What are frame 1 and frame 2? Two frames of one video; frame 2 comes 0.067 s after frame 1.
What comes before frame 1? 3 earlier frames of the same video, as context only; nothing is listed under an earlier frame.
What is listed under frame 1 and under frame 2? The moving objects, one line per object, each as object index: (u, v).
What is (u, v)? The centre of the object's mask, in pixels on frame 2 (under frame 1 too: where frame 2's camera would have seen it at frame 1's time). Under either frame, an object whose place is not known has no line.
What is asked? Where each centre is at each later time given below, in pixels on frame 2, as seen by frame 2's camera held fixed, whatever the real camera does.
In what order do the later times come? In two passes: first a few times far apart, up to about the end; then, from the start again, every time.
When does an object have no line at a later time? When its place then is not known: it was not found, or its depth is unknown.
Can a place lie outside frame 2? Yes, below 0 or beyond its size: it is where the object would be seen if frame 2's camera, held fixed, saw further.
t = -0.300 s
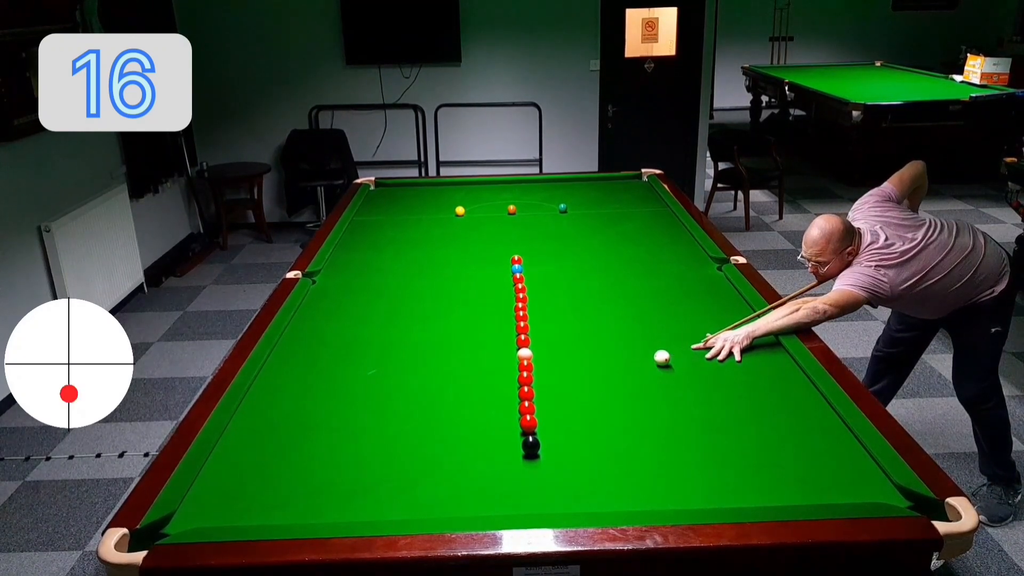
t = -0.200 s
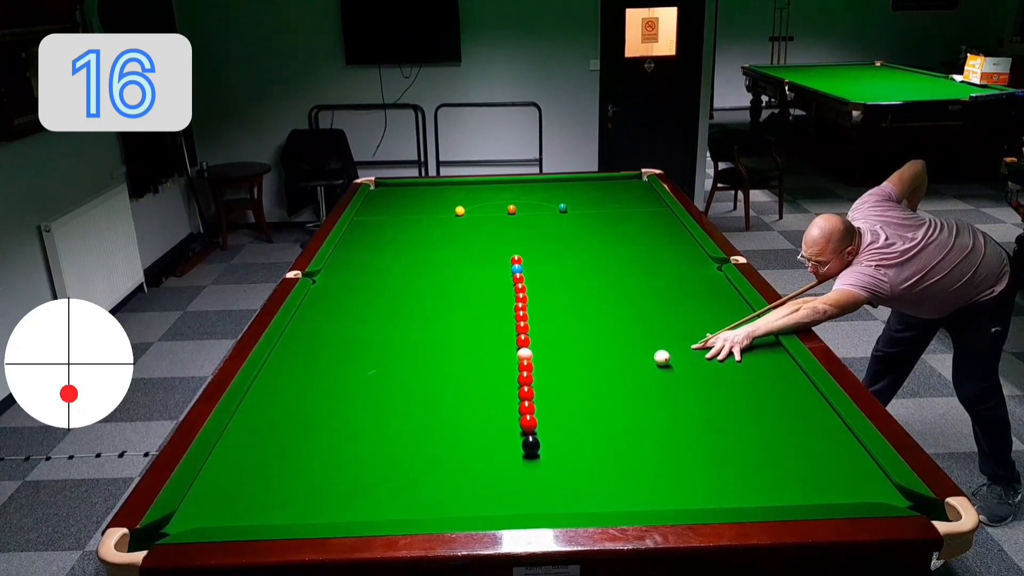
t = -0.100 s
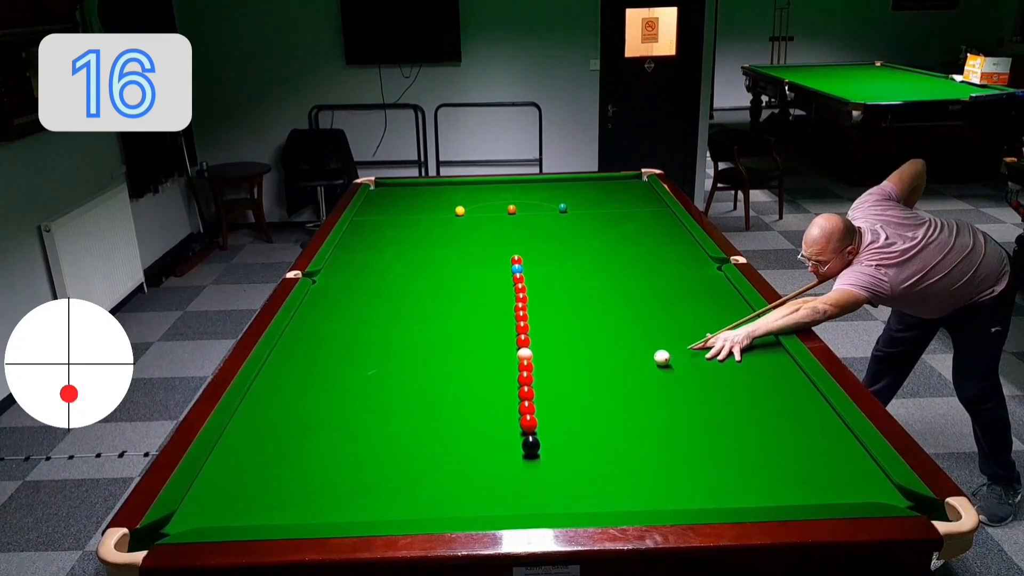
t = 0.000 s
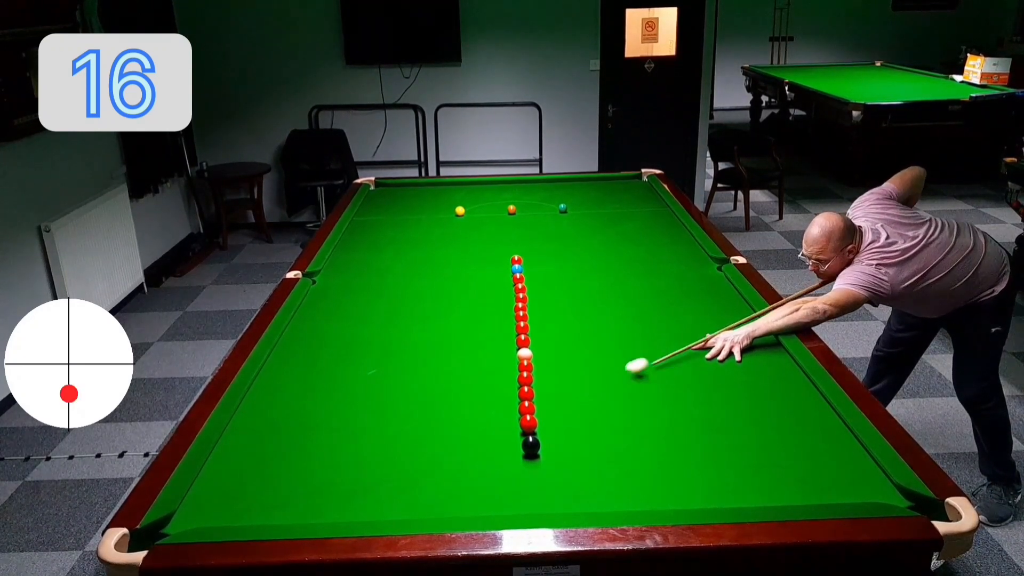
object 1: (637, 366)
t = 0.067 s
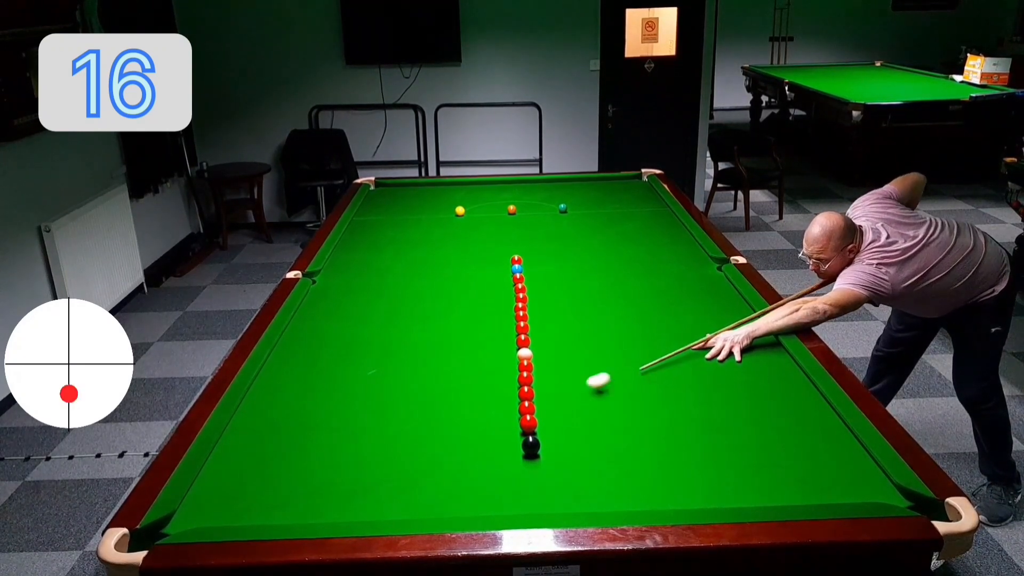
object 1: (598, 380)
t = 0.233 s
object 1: (545, 406)
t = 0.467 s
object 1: (556, 408)
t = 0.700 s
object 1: (566, 409)
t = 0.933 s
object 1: (576, 411)
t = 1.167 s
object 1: (583, 412)
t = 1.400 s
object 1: (589, 412)
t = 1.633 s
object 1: (593, 413)
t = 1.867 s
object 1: (596, 413)
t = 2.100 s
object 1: (597, 413)
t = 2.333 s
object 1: (597, 413)
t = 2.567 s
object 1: (597, 413)
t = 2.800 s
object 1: (597, 413)
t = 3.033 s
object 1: (597, 413)
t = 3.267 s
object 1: (597, 413)
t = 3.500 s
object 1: (597, 413)
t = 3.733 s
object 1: (597, 413)
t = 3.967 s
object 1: (597, 413)
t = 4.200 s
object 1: (597, 413)
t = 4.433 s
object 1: (597, 413)
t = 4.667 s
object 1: (597, 413)
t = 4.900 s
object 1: (597, 413)
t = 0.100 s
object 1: (579, 388)
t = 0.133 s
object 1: (560, 396)
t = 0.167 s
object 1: (542, 404)
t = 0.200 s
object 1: (543, 405)
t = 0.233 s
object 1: (545, 406)
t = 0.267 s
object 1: (547, 406)
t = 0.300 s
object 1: (548, 406)
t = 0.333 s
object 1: (550, 407)
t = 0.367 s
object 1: (552, 407)
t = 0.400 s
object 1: (553, 407)
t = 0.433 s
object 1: (555, 408)
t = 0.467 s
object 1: (556, 408)
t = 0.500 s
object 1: (558, 408)
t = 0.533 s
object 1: (560, 408)
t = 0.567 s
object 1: (561, 409)
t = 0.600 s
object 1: (563, 409)
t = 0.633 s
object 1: (564, 409)
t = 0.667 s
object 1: (565, 409)
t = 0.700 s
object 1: (566, 409)
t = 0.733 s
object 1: (568, 410)
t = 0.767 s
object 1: (569, 410)
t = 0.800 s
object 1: (571, 410)
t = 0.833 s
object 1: (572, 410)
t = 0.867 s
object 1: (573, 411)
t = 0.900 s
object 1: (574, 411)
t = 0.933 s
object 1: (576, 411)
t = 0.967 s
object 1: (577, 411)
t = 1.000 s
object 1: (578, 411)
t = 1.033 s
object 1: (579, 411)
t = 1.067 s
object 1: (580, 412)
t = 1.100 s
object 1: (581, 412)
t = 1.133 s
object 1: (582, 412)
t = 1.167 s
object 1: (583, 412)
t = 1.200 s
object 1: (584, 412)
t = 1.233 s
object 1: (585, 412)
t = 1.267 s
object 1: (586, 412)
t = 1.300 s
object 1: (587, 412)
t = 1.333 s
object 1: (587, 412)
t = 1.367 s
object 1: (588, 412)
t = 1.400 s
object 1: (589, 412)
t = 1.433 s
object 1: (590, 412)
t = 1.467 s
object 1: (590, 413)
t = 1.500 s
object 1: (591, 413)
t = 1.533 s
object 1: (592, 413)
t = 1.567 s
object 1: (592, 413)
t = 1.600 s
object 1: (593, 413)
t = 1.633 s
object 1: (593, 413)
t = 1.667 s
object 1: (594, 413)
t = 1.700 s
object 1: (594, 413)
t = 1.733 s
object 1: (595, 413)
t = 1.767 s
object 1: (595, 413)
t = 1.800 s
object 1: (595, 413)
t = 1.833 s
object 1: (596, 413)
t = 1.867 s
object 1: (596, 413)
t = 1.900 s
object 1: (596, 413)
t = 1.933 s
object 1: (597, 413)
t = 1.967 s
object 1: (597, 413)
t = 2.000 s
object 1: (597, 413)
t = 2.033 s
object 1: (597, 413)
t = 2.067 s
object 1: (597, 413)
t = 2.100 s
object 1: (597, 413)
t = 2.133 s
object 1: (597, 413)
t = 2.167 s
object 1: (597, 413)
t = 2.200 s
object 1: (597, 413)
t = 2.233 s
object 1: (597, 413)
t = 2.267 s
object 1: (597, 413)
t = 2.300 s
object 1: (597, 413)
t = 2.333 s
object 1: (597, 413)
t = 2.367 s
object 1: (597, 413)
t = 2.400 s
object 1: (597, 413)
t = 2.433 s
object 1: (597, 413)
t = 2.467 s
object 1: (597, 413)
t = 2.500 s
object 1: (597, 413)
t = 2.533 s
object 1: (597, 413)
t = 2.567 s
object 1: (597, 413)
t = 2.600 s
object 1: (597, 413)
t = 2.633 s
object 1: (597, 413)
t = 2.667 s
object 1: (597, 413)
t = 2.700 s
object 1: (597, 413)
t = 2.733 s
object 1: (597, 413)
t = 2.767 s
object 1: (597, 413)
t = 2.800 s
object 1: (597, 413)
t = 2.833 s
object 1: (597, 413)
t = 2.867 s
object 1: (597, 413)
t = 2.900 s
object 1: (597, 413)
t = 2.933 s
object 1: (597, 413)
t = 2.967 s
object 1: (597, 413)
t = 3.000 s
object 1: (597, 413)
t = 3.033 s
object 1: (597, 413)
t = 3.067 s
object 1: (597, 413)
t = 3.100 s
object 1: (597, 413)
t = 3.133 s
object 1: (597, 413)
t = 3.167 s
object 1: (597, 413)
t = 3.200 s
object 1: (597, 413)
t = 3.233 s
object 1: (597, 413)
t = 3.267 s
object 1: (597, 413)
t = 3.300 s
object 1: (597, 413)
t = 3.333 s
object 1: (597, 413)
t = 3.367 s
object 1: (597, 413)
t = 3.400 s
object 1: (597, 413)
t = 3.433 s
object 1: (597, 413)
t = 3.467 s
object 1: (597, 413)
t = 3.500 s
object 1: (597, 413)
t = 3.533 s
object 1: (597, 413)
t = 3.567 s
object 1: (597, 413)
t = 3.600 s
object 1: (597, 413)
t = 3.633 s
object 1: (597, 413)
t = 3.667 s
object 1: (597, 413)
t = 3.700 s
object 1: (597, 413)
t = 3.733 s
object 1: (597, 413)
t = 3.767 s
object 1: (597, 413)
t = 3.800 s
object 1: (597, 413)
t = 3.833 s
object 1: (597, 413)
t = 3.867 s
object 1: (597, 413)
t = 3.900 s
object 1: (597, 413)
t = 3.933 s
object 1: (597, 413)
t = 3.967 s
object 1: (597, 413)
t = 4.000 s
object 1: (597, 413)
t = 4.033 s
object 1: (597, 413)
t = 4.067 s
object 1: (597, 413)
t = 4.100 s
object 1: (597, 413)
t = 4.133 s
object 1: (597, 413)
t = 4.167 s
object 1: (597, 413)
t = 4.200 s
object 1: (597, 413)
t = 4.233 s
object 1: (597, 413)
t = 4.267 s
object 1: (597, 413)
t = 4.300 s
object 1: (597, 413)
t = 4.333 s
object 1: (597, 413)
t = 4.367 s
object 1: (597, 413)
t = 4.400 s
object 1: (597, 413)
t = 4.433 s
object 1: (597, 413)
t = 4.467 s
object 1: (597, 413)
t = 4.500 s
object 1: (597, 413)
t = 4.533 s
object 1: (597, 413)
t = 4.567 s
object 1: (597, 413)
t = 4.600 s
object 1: (597, 413)
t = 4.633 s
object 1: (597, 413)
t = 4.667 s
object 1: (597, 413)
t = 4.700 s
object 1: (597, 413)
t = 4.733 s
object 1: (597, 413)
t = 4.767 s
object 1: (597, 413)
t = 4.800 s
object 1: (597, 413)
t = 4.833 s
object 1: (597, 413)
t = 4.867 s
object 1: (597, 413)
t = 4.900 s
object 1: (597, 413)
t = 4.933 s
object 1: (597, 413)
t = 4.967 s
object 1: (597, 413)
